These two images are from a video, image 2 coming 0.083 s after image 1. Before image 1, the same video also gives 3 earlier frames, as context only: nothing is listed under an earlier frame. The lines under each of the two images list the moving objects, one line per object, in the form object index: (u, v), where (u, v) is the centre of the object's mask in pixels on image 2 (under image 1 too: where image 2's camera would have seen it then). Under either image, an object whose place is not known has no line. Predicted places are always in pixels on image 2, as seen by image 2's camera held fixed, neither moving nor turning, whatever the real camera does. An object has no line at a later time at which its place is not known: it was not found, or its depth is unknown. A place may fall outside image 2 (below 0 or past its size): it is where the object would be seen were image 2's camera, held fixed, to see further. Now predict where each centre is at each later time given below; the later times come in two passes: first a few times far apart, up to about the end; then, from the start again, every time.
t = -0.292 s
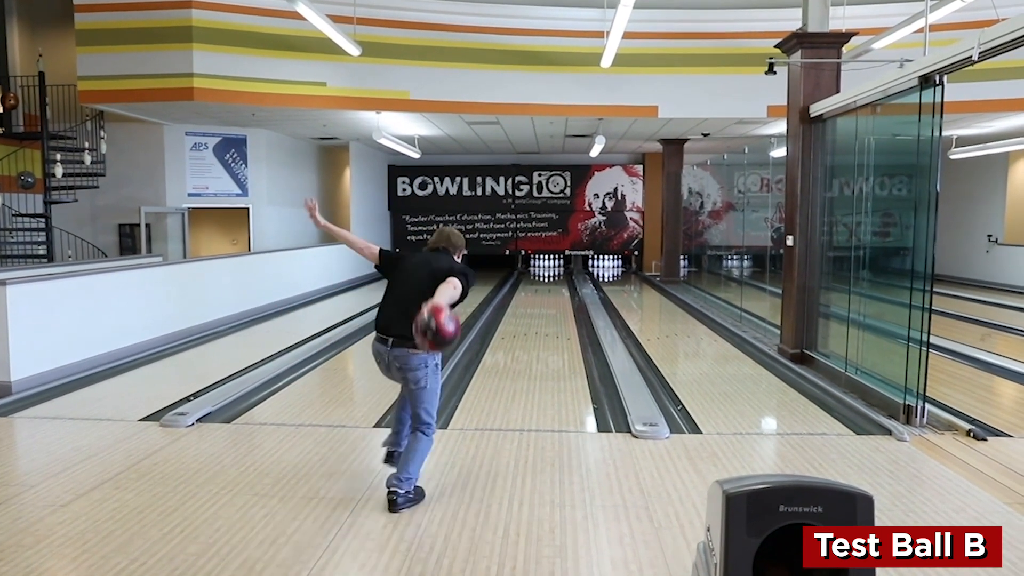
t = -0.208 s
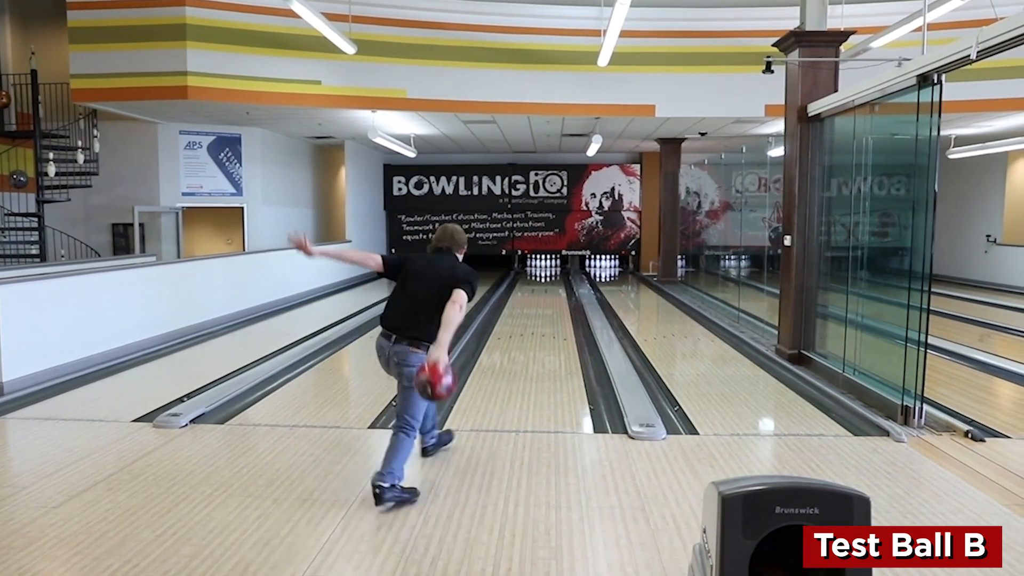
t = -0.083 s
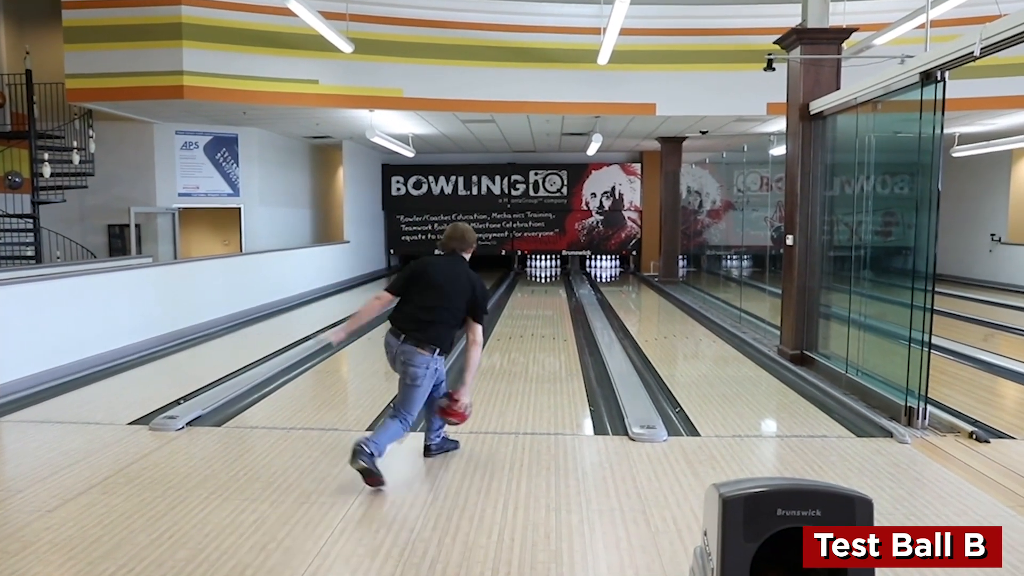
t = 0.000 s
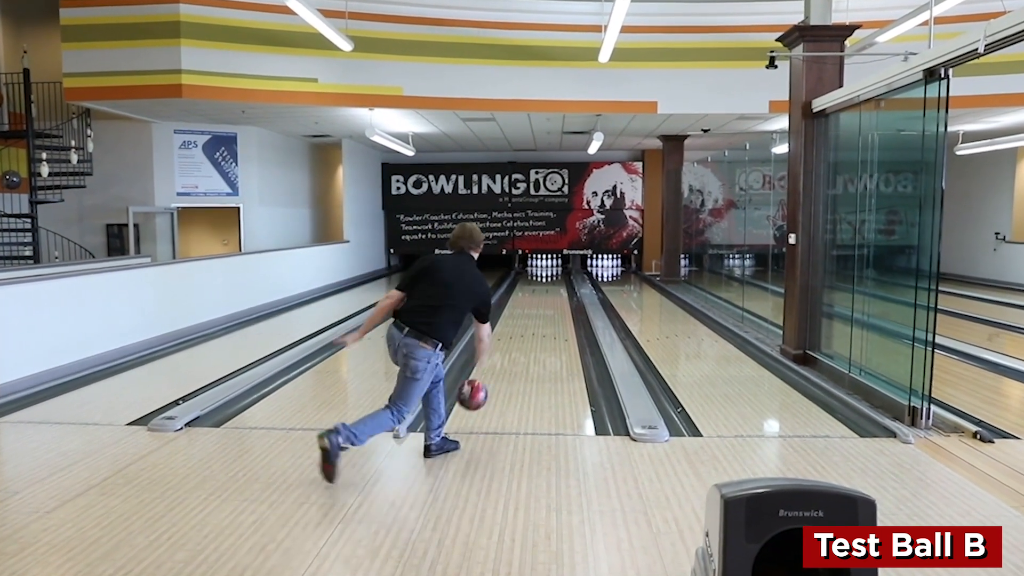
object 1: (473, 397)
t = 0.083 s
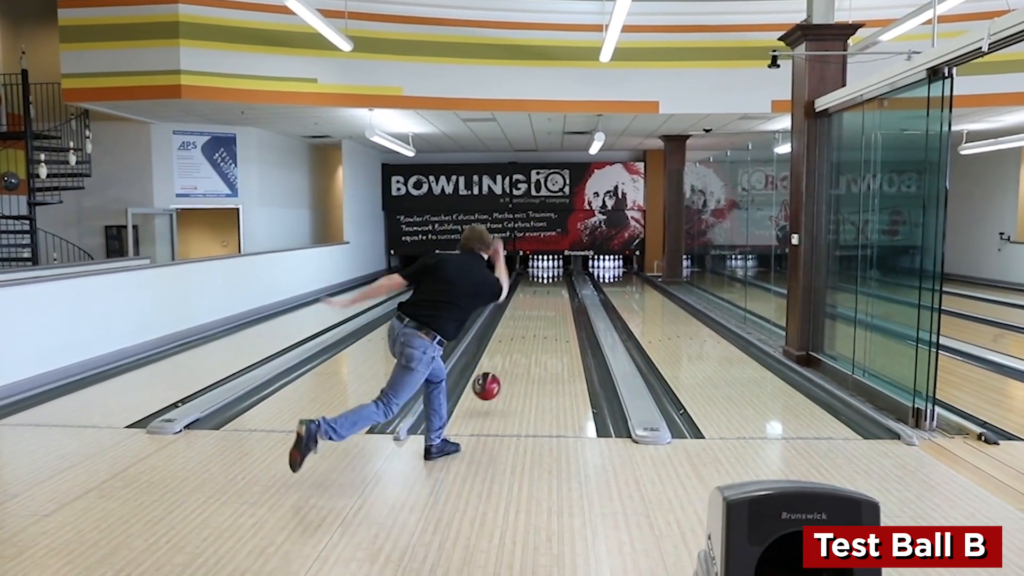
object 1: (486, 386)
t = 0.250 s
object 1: (506, 368)
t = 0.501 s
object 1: (524, 339)
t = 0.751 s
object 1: (533, 320)
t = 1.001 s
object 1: (540, 307)
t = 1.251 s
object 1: (545, 298)
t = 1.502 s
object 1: (548, 292)
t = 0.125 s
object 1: (493, 385)
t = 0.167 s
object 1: (497, 382)
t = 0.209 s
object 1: (502, 373)
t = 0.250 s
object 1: (506, 368)
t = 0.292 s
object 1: (510, 361)
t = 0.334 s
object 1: (513, 357)
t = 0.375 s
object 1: (516, 351)
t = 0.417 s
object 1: (519, 347)
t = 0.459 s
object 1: (522, 342)
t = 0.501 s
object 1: (524, 339)
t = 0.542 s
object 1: (526, 334)
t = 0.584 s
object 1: (527, 331)
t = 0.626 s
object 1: (530, 328)
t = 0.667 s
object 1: (531, 325)
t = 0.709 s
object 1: (532, 322)
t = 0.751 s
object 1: (533, 320)
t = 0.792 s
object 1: (535, 317)
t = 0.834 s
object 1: (536, 315)
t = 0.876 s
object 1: (537, 313)
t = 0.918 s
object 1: (538, 311)
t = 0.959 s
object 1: (539, 309)
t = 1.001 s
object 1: (540, 307)
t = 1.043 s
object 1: (541, 306)
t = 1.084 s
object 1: (542, 304)
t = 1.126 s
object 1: (543, 302)
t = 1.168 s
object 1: (544, 301)
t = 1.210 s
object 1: (544, 299)
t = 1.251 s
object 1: (545, 298)
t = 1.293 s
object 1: (546, 296)
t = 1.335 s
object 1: (546, 296)
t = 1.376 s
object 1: (546, 294)
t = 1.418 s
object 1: (547, 294)
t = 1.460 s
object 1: (548, 293)
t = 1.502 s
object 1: (548, 292)
